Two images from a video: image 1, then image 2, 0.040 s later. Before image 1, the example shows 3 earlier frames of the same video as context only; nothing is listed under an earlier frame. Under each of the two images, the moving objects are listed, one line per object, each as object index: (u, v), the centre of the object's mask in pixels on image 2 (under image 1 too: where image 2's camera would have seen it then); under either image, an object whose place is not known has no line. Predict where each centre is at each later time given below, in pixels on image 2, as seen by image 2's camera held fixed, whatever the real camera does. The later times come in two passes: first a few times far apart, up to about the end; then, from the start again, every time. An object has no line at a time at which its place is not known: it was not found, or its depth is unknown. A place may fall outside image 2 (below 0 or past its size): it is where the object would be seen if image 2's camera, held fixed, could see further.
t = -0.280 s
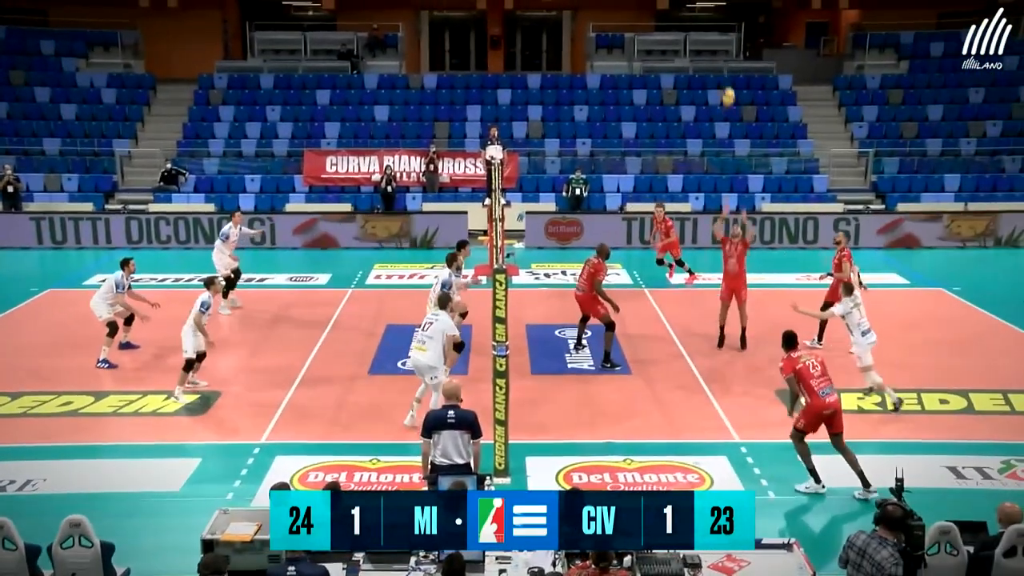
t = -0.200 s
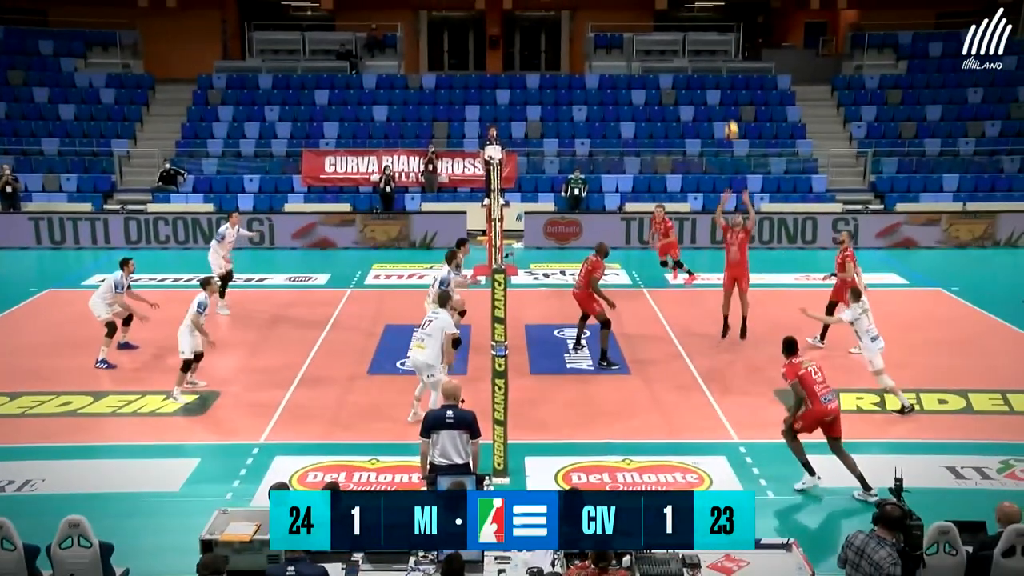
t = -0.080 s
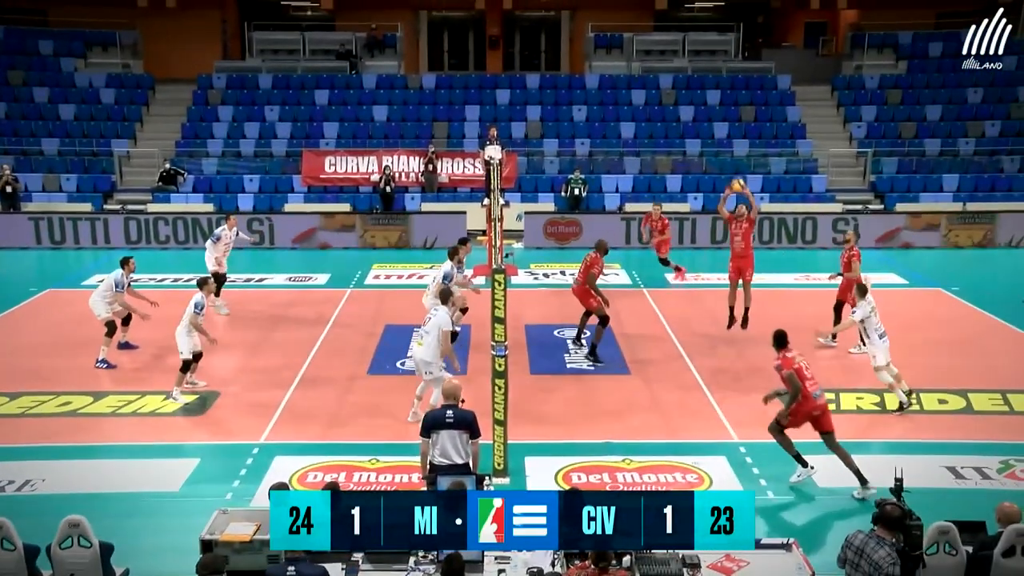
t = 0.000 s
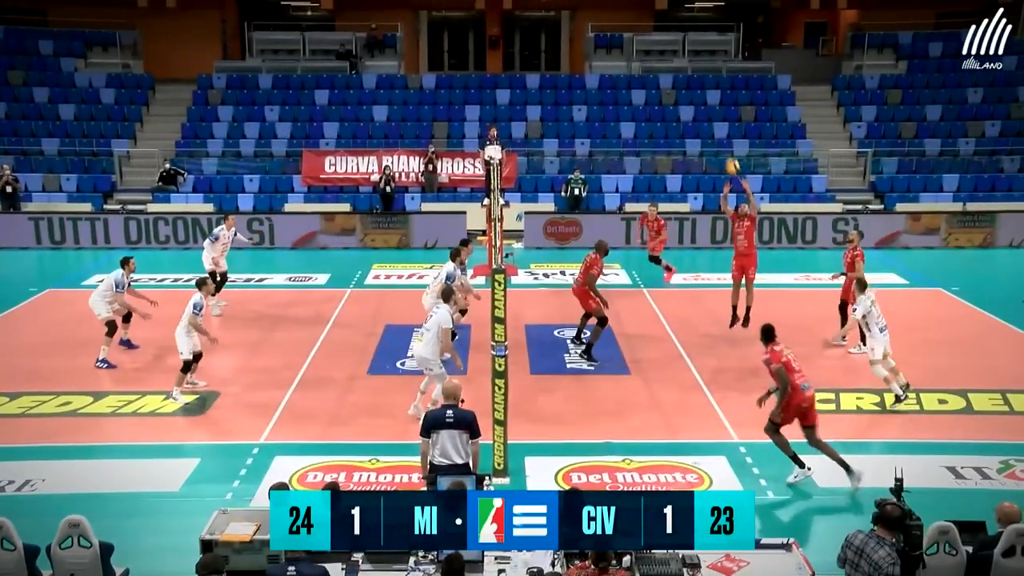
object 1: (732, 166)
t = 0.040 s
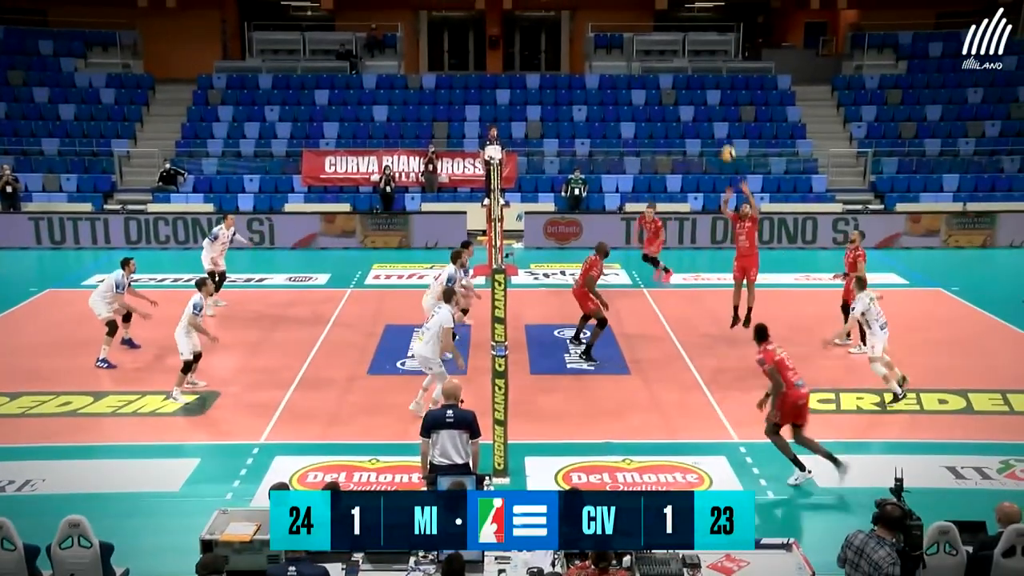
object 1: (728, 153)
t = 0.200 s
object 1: (711, 109)
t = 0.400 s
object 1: (689, 76)
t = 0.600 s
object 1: (665, 69)
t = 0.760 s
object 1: (643, 87)
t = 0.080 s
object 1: (724, 140)
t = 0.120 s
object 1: (719, 129)
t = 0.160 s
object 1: (715, 118)
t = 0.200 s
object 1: (711, 109)
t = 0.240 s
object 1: (707, 100)
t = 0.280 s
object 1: (702, 92)
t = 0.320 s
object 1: (698, 86)
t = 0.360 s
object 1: (694, 80)
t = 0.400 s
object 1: (689, 76)
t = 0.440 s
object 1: (684, 72)
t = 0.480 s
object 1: (680, 70)
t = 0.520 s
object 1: (674, 68)
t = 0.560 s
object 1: (669, 68)
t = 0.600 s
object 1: (665, 69)
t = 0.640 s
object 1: (659, 73)
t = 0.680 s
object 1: (654, 76)
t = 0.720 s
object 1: (648, 81)
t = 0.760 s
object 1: (643, 87)
